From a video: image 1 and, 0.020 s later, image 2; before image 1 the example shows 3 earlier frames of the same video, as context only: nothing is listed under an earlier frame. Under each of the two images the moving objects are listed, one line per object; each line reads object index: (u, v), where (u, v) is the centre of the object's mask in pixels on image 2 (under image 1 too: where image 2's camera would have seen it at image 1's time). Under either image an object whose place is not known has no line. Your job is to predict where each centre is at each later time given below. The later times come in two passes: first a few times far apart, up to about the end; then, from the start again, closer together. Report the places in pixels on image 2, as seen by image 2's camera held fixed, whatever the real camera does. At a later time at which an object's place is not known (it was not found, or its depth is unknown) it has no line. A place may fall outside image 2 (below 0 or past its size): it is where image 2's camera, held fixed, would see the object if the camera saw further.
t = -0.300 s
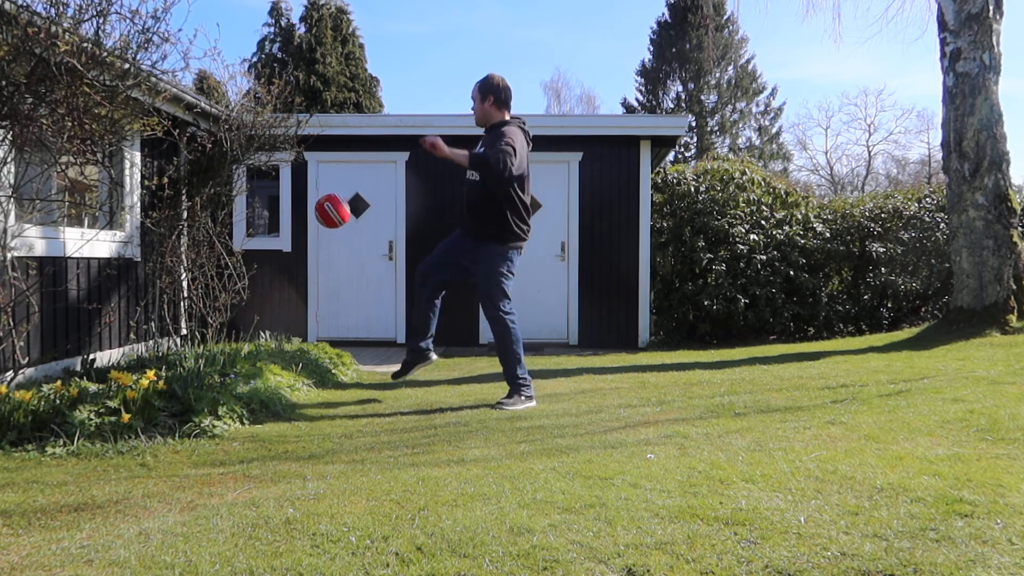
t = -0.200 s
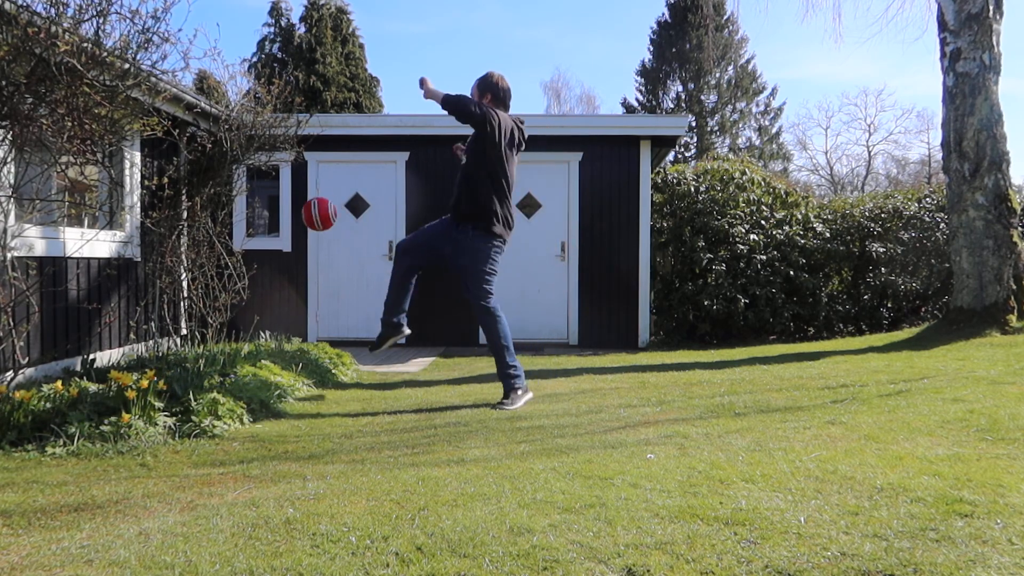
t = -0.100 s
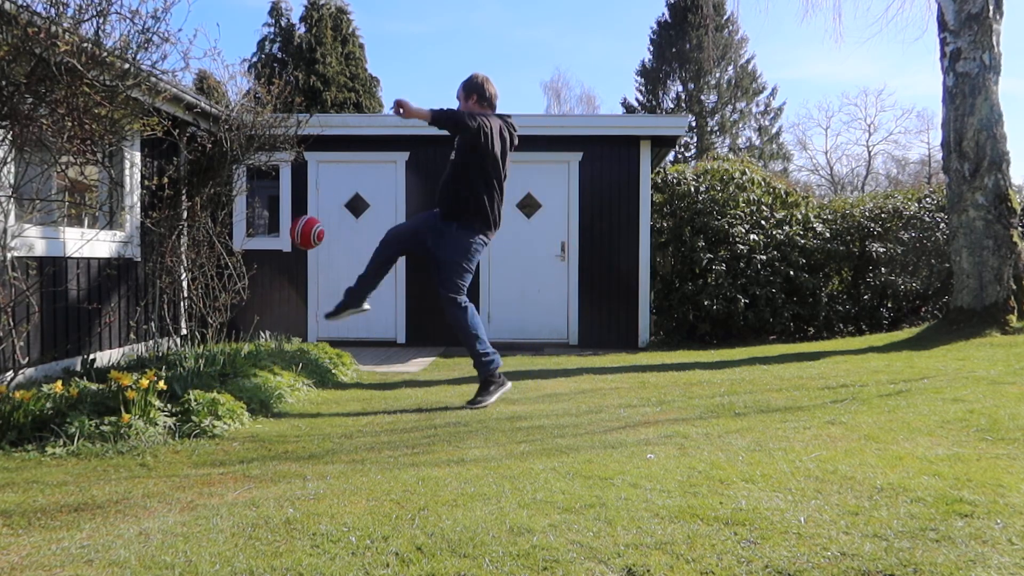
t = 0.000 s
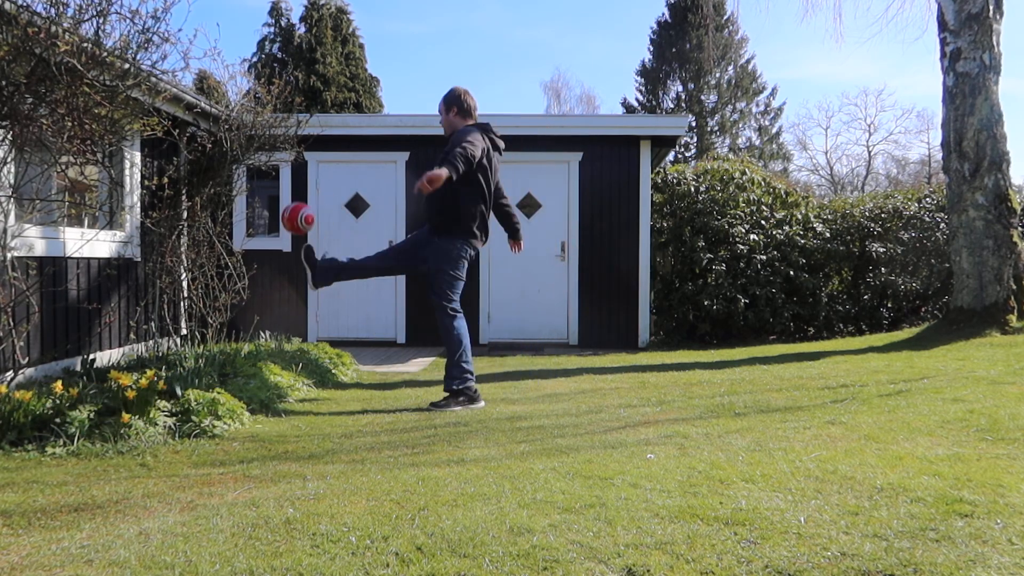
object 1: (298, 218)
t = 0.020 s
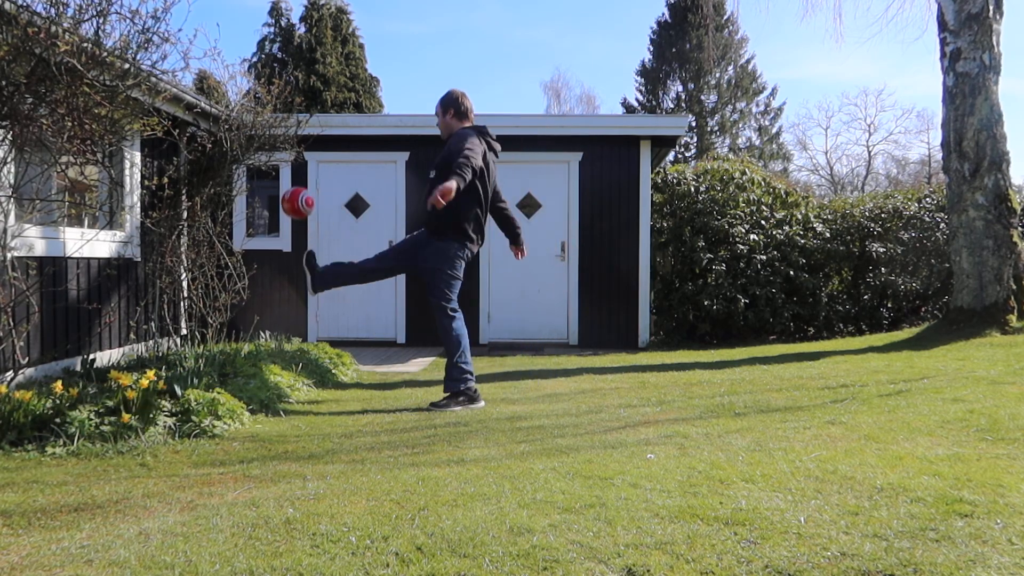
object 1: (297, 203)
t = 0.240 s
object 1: (294, 83)
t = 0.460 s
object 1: (290, 45)
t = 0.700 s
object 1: (286, 74)
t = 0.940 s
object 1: (283, 157)
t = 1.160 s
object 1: (279, 269)
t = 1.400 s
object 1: (280, 312)
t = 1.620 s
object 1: (282, 268)
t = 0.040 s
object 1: (297, 188)
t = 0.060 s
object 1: (297, 174)
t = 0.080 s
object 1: (297, 161)
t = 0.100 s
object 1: (296, 148)
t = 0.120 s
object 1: (297, 137)
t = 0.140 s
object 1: (296, 126)
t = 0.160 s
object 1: (295, 116)
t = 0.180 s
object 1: (295, 107)
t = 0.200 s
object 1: (295, 98)
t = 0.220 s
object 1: (294, 90)
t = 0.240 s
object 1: (294, 83)
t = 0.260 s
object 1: (294, 76)
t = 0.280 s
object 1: (293, 71)
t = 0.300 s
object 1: (293, 66)
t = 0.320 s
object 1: (292, 61)
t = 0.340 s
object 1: (292, 57)
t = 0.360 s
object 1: (292, 55)
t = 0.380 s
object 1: (291, 52)
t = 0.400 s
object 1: (291, 49)
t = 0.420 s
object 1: (291, 47)
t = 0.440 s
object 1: (291, 46)
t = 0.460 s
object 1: (290, 45)
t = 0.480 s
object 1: (290, 45)
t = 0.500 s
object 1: (290, 45)
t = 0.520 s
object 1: (289, 47)
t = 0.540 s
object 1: (289, 48)
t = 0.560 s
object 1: (288, 50)
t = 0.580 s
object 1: (288, 52)
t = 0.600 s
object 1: (287, 55)
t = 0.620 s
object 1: (287, 59)
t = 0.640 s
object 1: (287, 62)
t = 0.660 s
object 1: (286, 66)
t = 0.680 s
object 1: (286, 70)
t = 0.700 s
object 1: (286, 74)
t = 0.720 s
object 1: (286, 79)
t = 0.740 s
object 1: (287, 85)
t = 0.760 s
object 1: (285, 92)
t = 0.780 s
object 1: (286, 98)
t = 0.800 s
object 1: (284, 105)
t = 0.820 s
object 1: (284, 112)
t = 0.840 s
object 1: (285, 117)
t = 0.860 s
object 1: (287, 123)
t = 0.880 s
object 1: (287, 129)
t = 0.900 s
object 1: (287, 140)
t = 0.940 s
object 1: (283, 157)
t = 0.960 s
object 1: (283, 165)
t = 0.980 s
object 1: (282, 174)
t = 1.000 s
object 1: (282, 183)
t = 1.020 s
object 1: (281, 193)
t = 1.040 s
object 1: (281, 203)
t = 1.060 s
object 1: (281, 213)
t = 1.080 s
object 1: (280, 224)
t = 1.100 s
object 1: (281, 234)
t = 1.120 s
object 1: (280, 246)
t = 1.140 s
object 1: (280, 258)
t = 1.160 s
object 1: (279, 269)
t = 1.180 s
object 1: (280, 281)
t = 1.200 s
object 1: (279, 293)
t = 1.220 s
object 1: (279, 305)
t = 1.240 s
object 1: (278, 319)
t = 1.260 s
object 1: (279, 329)
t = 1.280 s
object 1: (280, 337)
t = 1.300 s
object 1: (280, 337)
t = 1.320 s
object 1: (281, 335)
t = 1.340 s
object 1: (280, 331)
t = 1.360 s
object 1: (279, 324)
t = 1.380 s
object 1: (279, 318)
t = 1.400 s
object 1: (280, 312)
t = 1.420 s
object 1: (280, 306)
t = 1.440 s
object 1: (280, 300)
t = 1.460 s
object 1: (280, 295)
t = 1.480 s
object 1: (281, 290)
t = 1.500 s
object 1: (281, 286)
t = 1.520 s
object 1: (281, 282)
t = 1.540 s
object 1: (281, 279)
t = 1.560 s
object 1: (281, 276)
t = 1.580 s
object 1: (282, 273)
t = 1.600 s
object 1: (282, 270)
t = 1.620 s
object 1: (282, 268)
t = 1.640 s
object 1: (282, 267)
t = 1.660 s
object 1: (283, 266)
